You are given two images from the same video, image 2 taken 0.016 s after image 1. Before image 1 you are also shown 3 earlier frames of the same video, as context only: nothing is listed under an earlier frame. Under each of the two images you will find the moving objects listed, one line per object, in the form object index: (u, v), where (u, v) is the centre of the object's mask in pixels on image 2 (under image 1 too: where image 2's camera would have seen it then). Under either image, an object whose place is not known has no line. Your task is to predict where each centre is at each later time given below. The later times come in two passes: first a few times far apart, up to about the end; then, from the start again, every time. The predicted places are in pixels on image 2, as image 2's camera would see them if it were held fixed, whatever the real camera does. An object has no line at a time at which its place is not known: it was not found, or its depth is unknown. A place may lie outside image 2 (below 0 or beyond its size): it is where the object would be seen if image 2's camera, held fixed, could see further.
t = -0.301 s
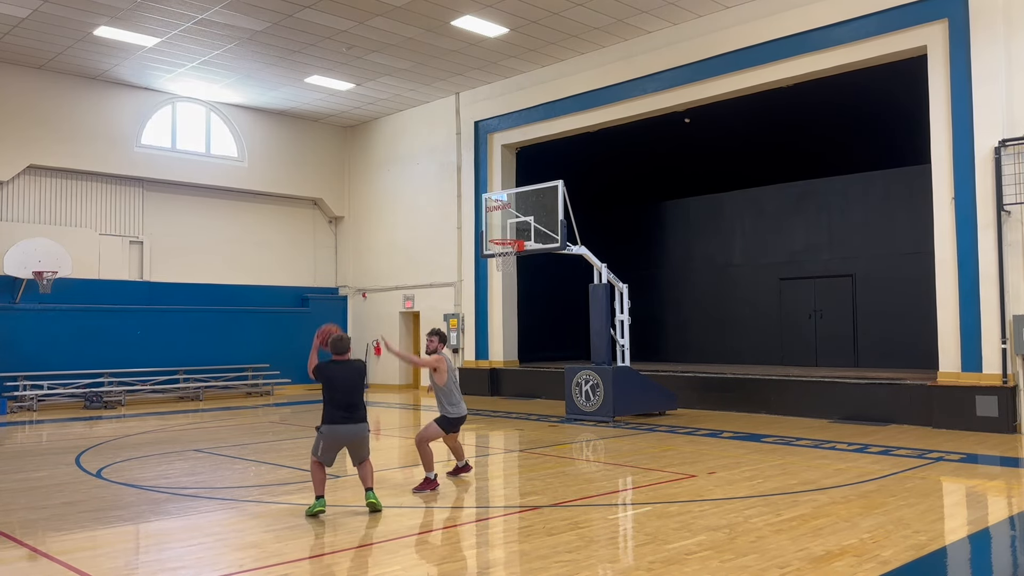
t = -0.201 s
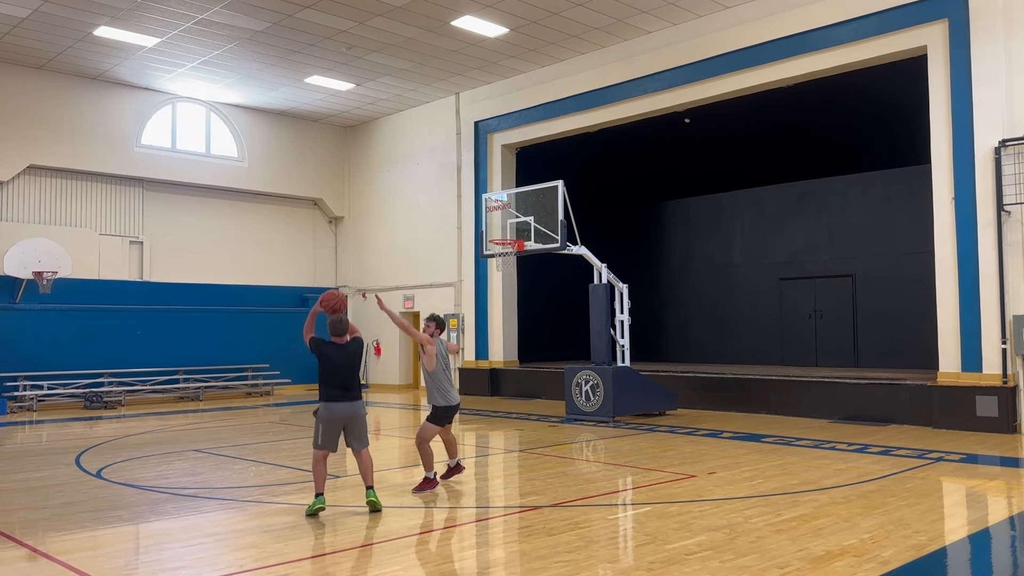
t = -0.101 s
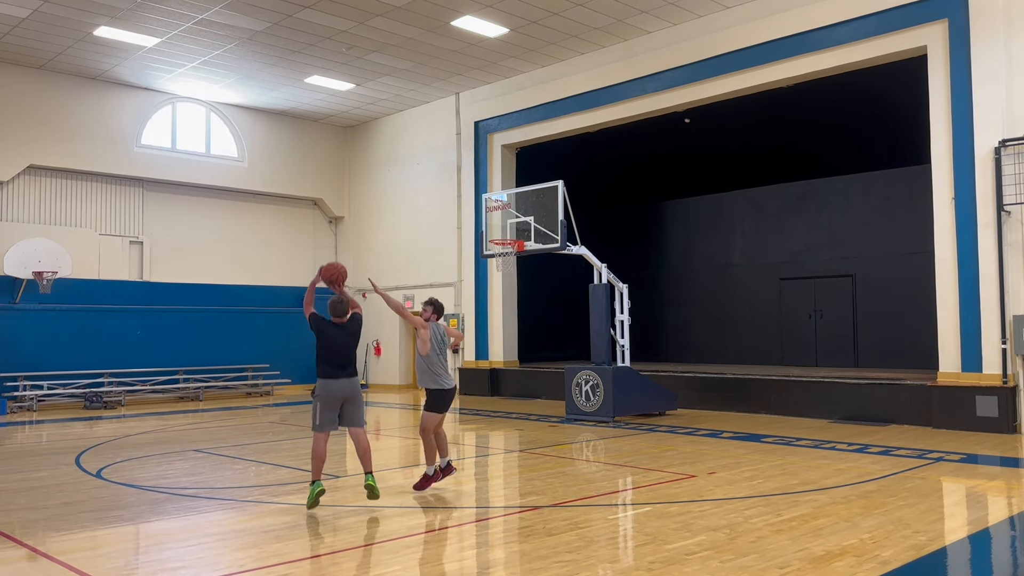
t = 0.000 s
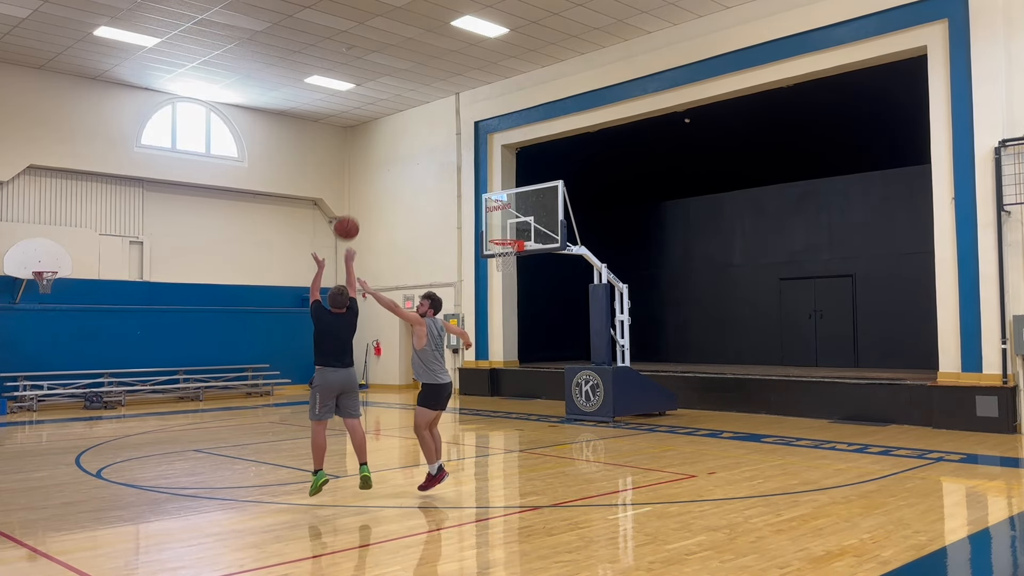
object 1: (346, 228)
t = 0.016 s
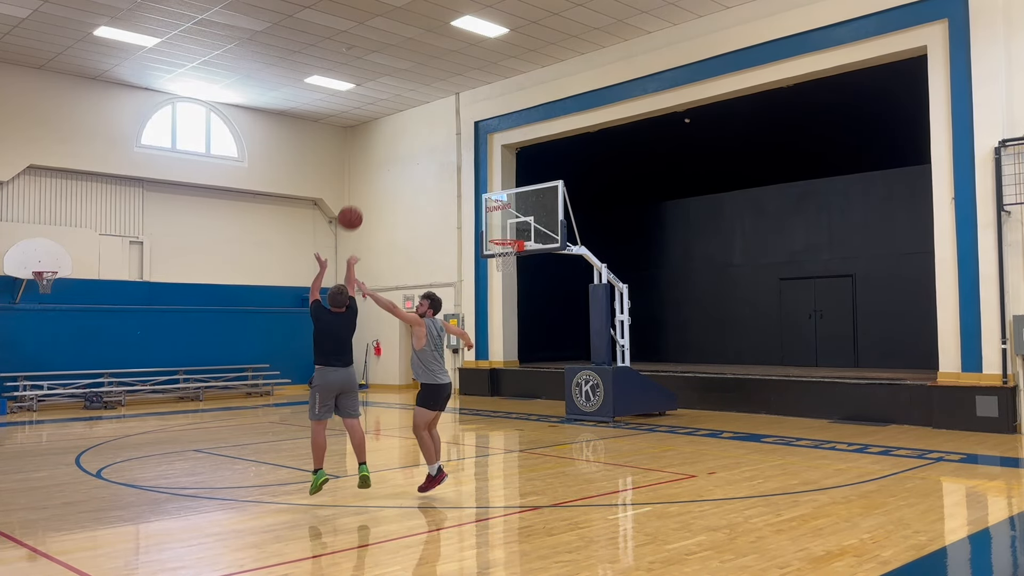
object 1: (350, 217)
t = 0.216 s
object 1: (388, 132)
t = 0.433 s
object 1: (420, 95)
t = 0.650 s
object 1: (446, 99)
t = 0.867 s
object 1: (468, 134)
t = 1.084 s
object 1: (486, 191)
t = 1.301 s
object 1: (504, 259)
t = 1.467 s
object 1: (521, 295)
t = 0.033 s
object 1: (354, 208)
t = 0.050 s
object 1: (357, 199)
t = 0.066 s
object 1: (360, 190)
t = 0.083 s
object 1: (364, 182)
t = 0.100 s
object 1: (367, 175)
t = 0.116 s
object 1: (370, 168)
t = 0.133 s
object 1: (373, 161)
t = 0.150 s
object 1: (376, 154)
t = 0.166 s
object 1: (379, 148)
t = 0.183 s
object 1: (382, 143)
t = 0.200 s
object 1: (385, 138)
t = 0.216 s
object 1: (388, 132)
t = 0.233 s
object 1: (390, 128)
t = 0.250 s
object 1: (393, 124)
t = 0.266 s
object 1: (396, 119)
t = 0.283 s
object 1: (398, 116)
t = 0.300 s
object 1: (401, 112)
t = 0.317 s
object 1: (404, 109)
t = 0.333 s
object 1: (406, 106)
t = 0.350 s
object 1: (409, 104)
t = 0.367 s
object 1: (411, 102)
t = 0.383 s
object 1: (413, 100)
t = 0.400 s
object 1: (416, 98)
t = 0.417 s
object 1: (418, 96)
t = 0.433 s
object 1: (420, 95)
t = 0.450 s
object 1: (422, 94)
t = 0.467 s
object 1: (424, 93)
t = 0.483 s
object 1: (426, 93)
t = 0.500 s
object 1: (428, 93)
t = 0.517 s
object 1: (431, 92)
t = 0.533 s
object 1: (433, 93)
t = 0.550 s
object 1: (435, 93)
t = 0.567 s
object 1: (437, 93)
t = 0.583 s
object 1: (438, 94)
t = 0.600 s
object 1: (440, 95)
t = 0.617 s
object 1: (442, 96)
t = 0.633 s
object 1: (444, 97)
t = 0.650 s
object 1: (446, 99)
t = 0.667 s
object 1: (448, 101)
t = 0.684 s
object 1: (450, 102)
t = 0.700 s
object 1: (451, 105)
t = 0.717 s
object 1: (453, 107)
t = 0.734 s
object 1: (455, 109)
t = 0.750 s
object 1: (457, 112)
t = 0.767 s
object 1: (458, 114)
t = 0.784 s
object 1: (460, 117)
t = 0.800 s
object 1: (462, 120)
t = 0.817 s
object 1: (463, 123)
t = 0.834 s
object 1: (465, 127)
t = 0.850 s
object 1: (467, 130)
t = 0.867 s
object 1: (468, 134)
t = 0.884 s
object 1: (470, 137)
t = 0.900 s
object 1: (471, 141)
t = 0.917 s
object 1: (473, 145)
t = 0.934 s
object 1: (474, 149)
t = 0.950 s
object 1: (476, 153)
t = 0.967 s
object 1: (477, 158)
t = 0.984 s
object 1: (478, 162)
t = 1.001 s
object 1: (480, 167)
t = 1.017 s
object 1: (481, 172)
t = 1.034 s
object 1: (482, 176)
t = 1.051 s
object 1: (484, 181)
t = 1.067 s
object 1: (485, 186)
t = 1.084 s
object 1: (486, 191)
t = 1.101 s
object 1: (488, 197)
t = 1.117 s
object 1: (489, 203)
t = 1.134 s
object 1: (490, 208)
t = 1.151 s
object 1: (491, 213)
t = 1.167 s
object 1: (493, 219)
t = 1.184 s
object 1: (494, 225)
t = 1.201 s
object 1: (495, 231)
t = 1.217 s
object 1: (496, 235)
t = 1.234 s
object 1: (497, 242)
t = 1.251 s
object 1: (499, 247)
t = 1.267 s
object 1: (501, 253)
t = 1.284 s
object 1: (504, 257)
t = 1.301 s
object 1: (504, 259)
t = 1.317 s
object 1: (506, 263)
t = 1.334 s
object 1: (508, 266)
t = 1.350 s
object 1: (510, 269)
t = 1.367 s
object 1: (511, 272)
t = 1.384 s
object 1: (513, 276)
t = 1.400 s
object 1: (515, 279)
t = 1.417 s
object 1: (516, 283)
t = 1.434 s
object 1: (518, 287)
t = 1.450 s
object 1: (519, 291)
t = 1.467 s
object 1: (521, 295)
